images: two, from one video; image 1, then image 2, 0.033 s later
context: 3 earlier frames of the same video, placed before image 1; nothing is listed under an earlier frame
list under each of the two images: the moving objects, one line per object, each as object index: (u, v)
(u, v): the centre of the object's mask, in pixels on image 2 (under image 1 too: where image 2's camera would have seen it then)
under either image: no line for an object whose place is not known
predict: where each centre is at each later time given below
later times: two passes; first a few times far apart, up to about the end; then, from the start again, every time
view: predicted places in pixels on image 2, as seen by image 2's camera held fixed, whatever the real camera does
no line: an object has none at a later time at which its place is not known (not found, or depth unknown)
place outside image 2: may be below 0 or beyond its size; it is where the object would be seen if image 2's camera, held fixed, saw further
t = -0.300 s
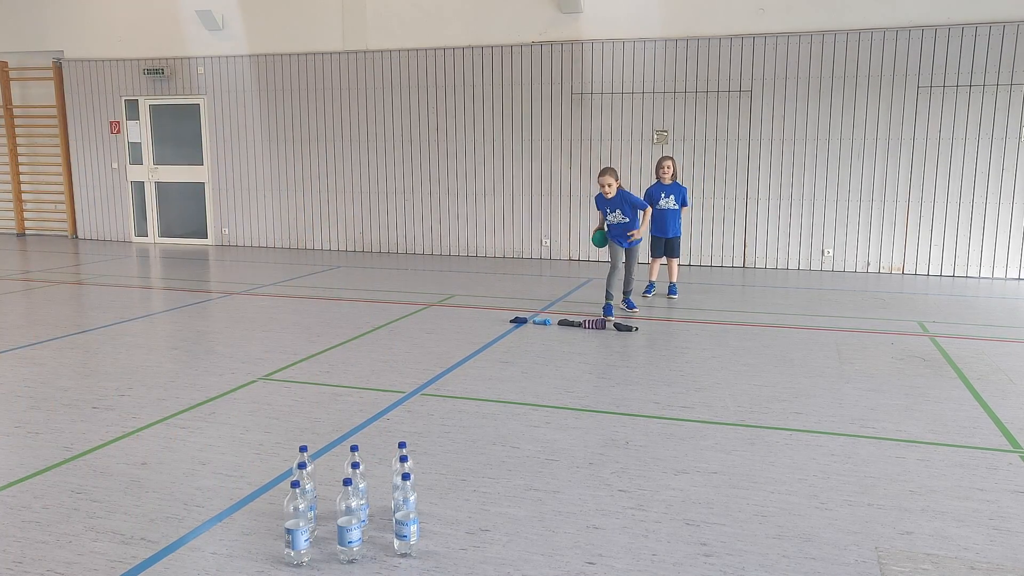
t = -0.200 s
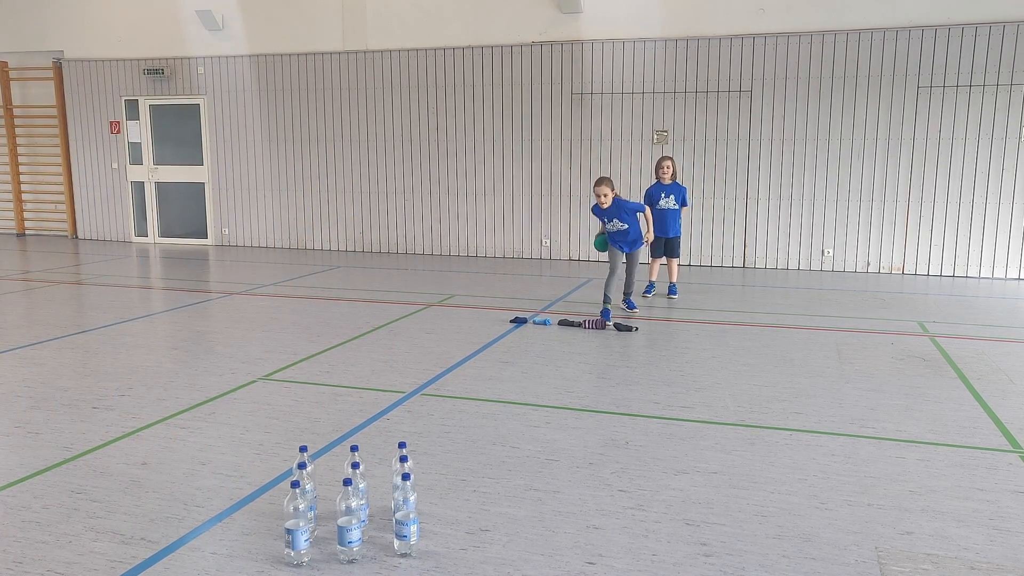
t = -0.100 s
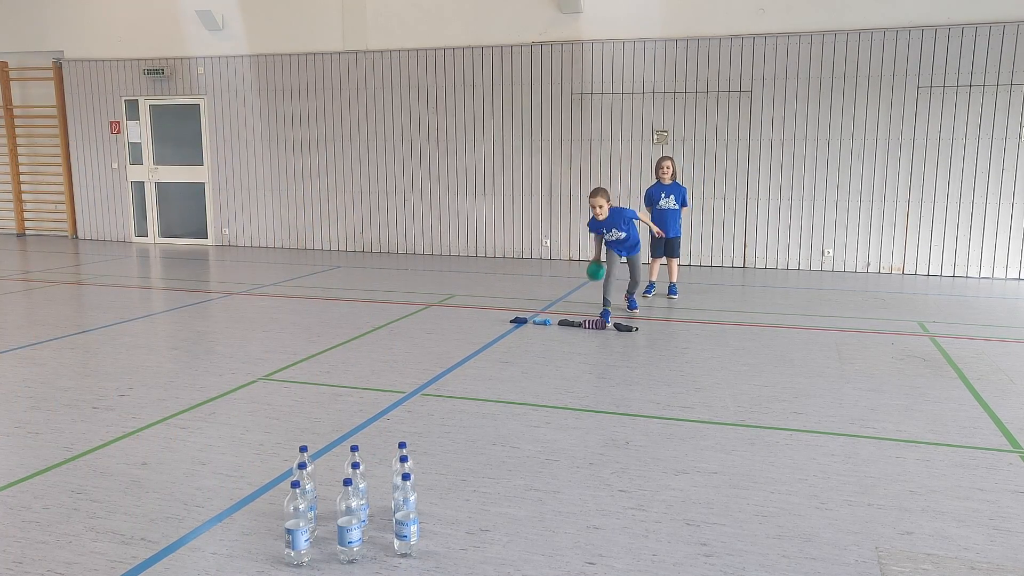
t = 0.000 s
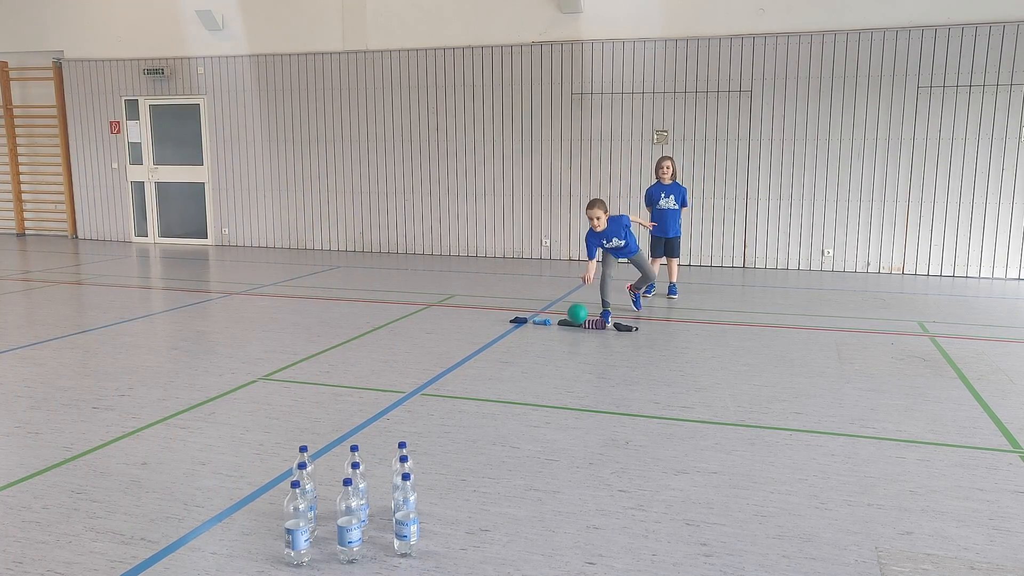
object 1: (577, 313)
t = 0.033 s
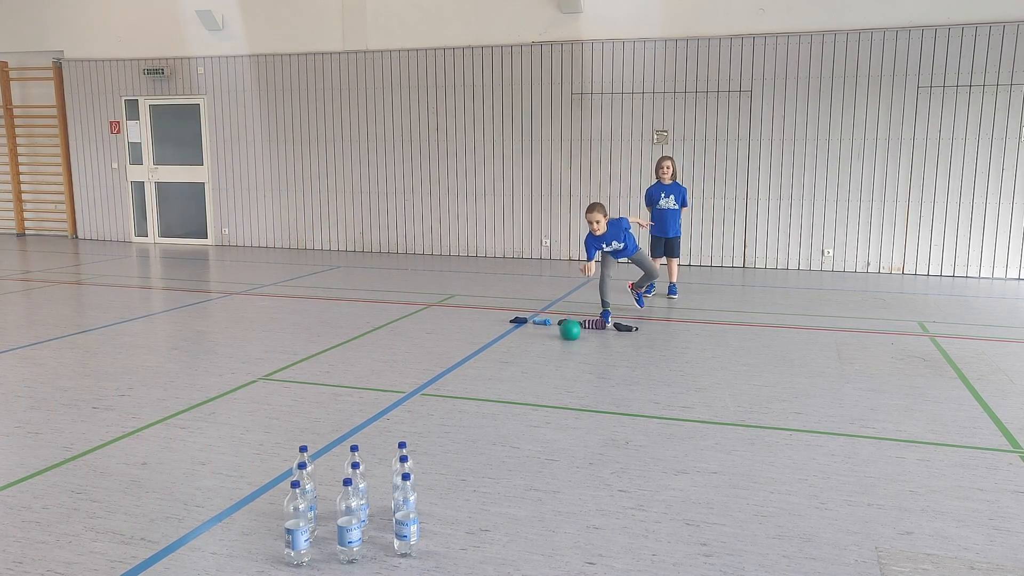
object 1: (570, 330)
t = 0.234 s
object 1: (538, 317)
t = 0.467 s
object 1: (479, 398)
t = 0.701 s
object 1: (392, 414)
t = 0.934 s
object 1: (257, 362)
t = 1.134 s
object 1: (27, 536)
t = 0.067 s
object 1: (565, 325)
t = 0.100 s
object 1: (560, 321)
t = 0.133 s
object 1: (556, 317)
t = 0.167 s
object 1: (550, 315)
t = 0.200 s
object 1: (544, 315)
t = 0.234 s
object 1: (538, 317)
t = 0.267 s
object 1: (531, 320)
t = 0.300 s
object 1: (524, 326)
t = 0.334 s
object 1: (516, 334)
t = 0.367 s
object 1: (508, 345)
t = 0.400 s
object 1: (499, 360)
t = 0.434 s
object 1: (490, 376)
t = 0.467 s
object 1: (479, 398)
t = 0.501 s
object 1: (469, 423)
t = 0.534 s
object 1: (457, 439)
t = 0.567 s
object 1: (445, 438)
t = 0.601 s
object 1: (433, 438)
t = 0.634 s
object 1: (420, 440)
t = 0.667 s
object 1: (406, 431)
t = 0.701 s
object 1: (392, 414)
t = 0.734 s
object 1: (378, 400)
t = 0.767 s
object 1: (362, 387)
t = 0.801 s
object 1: (345, 376)
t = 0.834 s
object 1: (326, 368)
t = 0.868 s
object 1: (306, 362)
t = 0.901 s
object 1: (283, 360)
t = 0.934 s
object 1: (257, 362)
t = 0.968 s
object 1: (228, 369)
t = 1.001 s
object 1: (196, 383)
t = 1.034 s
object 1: (158, 405)
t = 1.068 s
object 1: (114, 437)
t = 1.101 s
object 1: (63, 483)
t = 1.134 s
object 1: (27, 536)
